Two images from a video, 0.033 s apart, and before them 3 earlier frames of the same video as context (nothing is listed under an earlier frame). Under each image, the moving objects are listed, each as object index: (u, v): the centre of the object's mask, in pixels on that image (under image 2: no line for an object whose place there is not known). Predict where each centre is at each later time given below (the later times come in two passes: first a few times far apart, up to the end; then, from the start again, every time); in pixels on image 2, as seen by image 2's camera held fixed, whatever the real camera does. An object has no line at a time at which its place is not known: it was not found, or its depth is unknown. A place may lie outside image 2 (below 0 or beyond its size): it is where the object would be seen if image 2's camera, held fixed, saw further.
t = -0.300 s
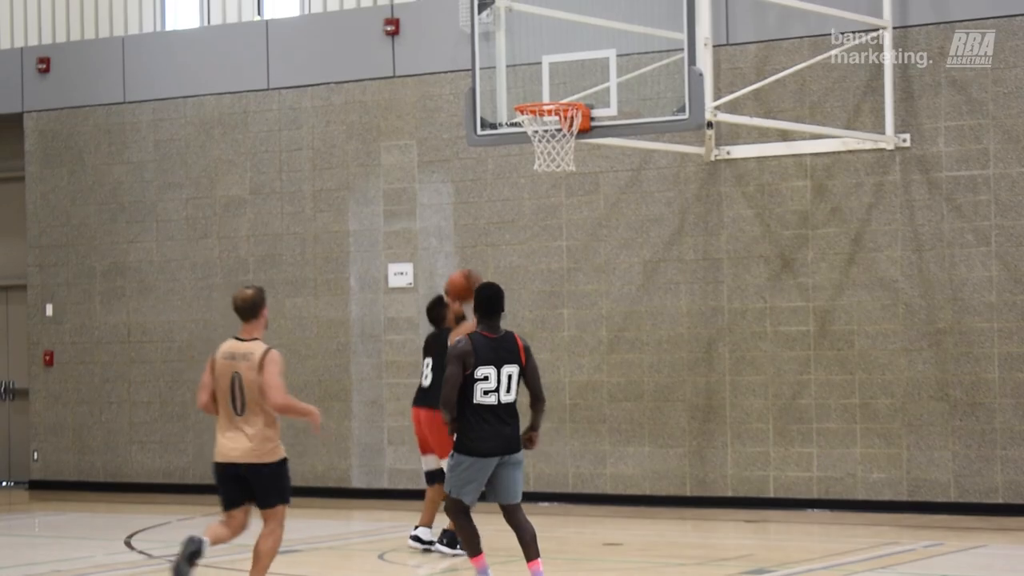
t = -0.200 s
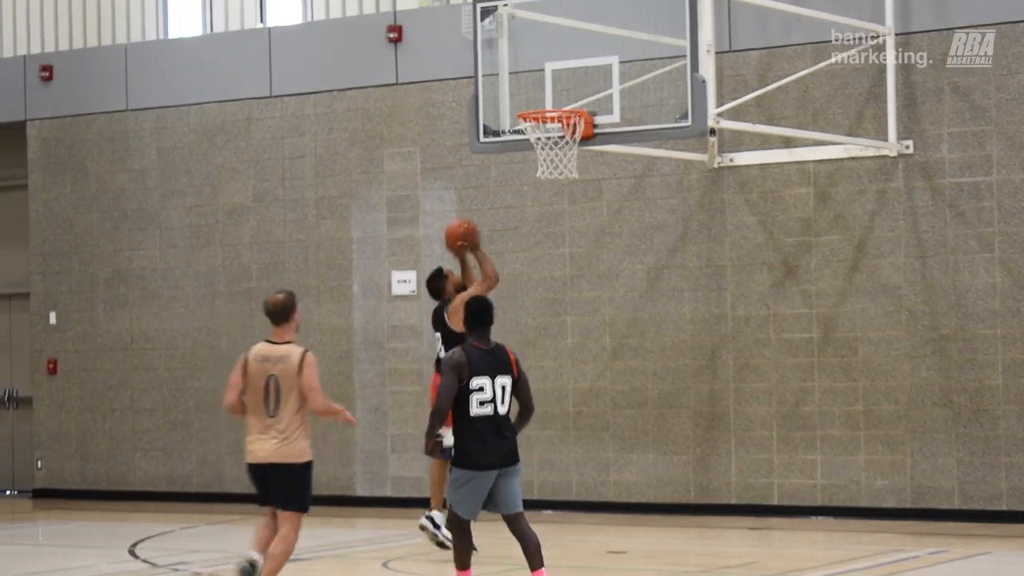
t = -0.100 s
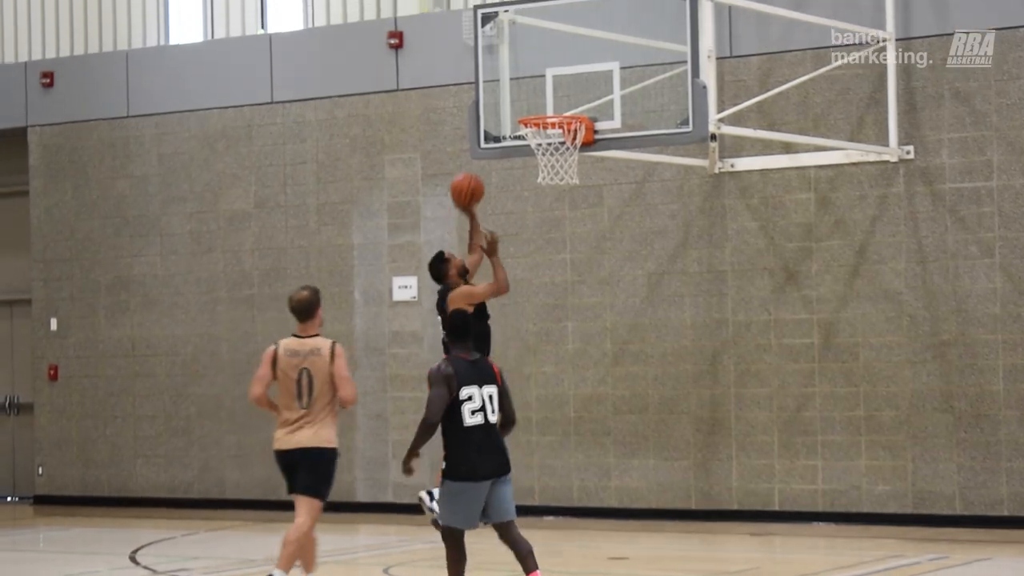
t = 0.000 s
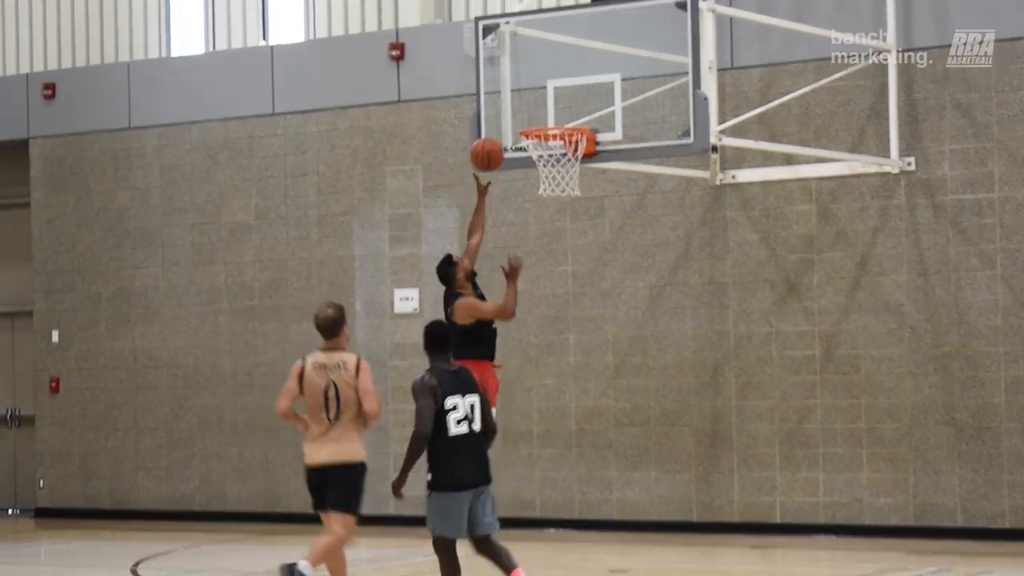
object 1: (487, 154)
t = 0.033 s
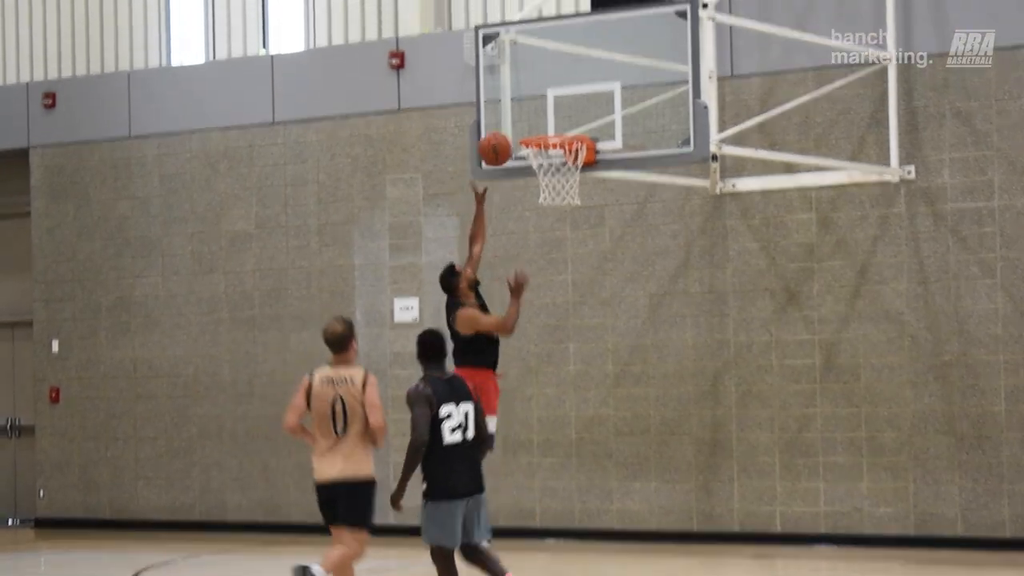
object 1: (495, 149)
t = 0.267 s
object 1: (533, 100)
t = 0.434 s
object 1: (531, 116)
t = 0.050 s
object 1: (500, 143)
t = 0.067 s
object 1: (504, 136)
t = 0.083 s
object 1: (508, 131)
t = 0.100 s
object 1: (512, 125)
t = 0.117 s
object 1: (516, 120)
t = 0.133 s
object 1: (520, 116)
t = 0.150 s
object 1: (525, 112)
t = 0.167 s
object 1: (529, 108)
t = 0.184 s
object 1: (532, 105)
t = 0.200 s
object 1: (534, 103)
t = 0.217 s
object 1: (534, 101)
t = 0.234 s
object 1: (533, 101)
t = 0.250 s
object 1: (533, 100)
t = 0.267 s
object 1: (533, 100)
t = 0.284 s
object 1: (532, 100)
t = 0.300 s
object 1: (532, 100)
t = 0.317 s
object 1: (534, 100)
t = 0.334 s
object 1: (532, 102)
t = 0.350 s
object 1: (532, 103)
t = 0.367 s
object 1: (532, 104)
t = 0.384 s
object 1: (532, 107)
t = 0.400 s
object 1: (532, 110)
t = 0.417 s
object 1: (531, 113)
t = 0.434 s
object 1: (531, 116)
